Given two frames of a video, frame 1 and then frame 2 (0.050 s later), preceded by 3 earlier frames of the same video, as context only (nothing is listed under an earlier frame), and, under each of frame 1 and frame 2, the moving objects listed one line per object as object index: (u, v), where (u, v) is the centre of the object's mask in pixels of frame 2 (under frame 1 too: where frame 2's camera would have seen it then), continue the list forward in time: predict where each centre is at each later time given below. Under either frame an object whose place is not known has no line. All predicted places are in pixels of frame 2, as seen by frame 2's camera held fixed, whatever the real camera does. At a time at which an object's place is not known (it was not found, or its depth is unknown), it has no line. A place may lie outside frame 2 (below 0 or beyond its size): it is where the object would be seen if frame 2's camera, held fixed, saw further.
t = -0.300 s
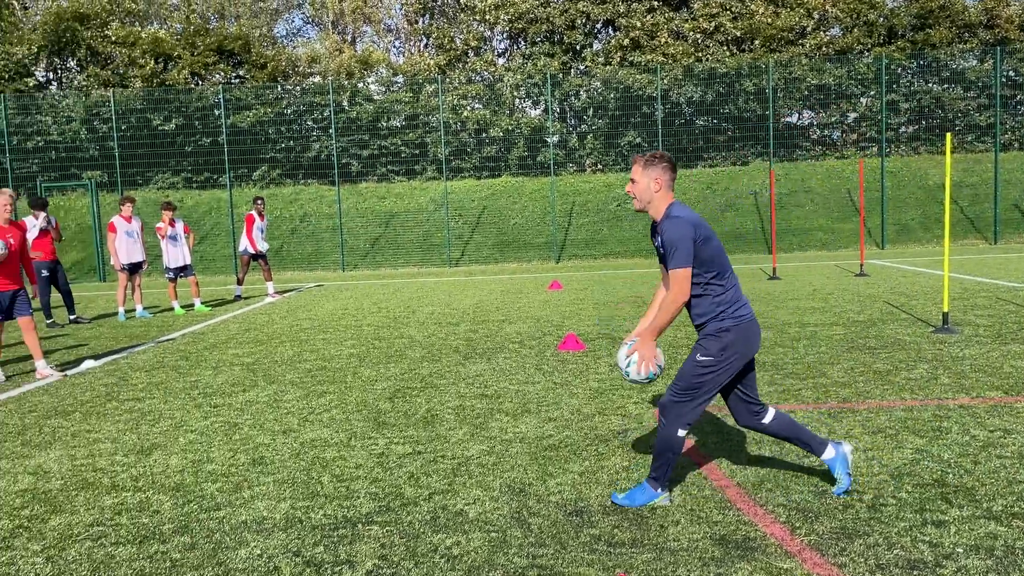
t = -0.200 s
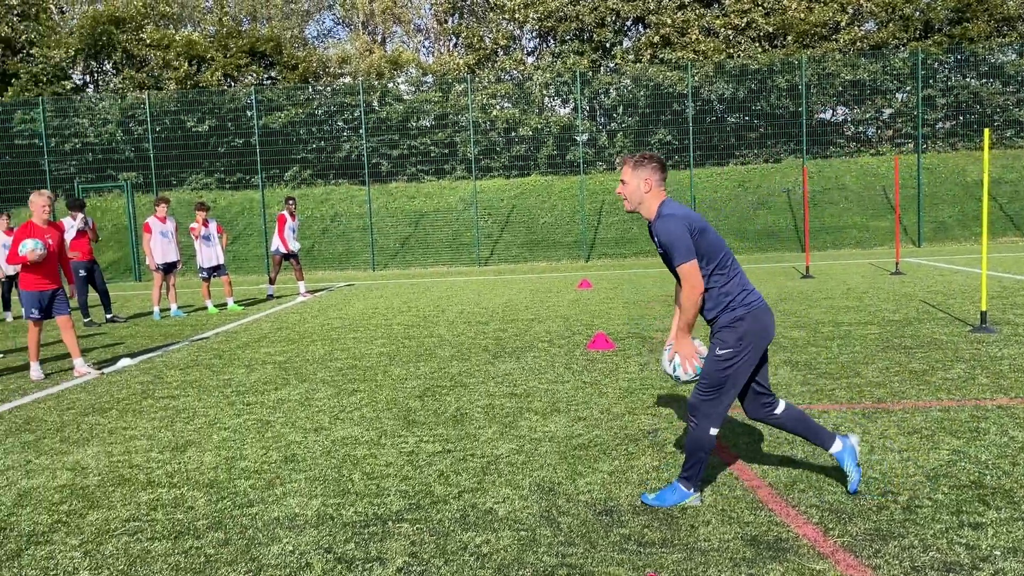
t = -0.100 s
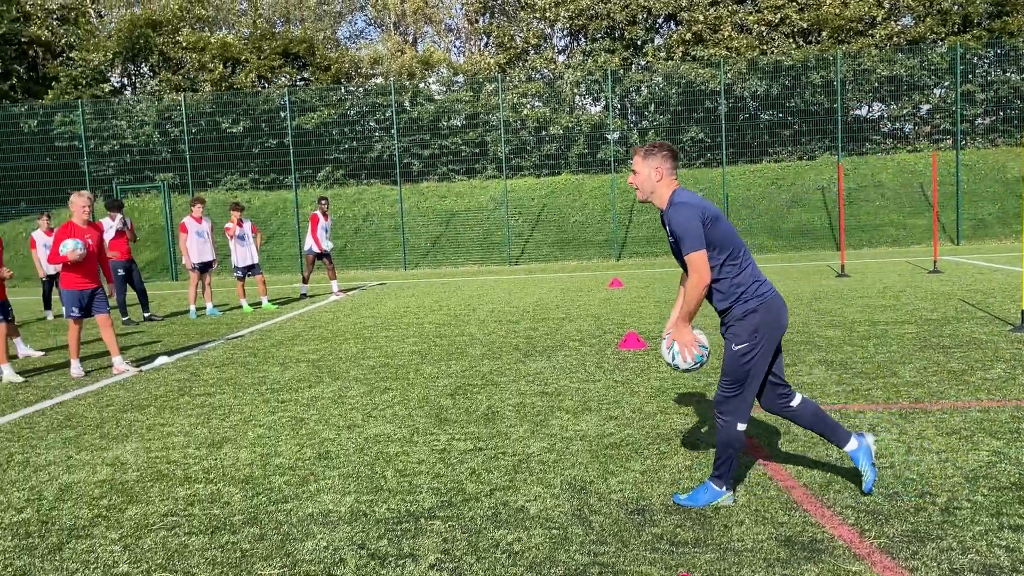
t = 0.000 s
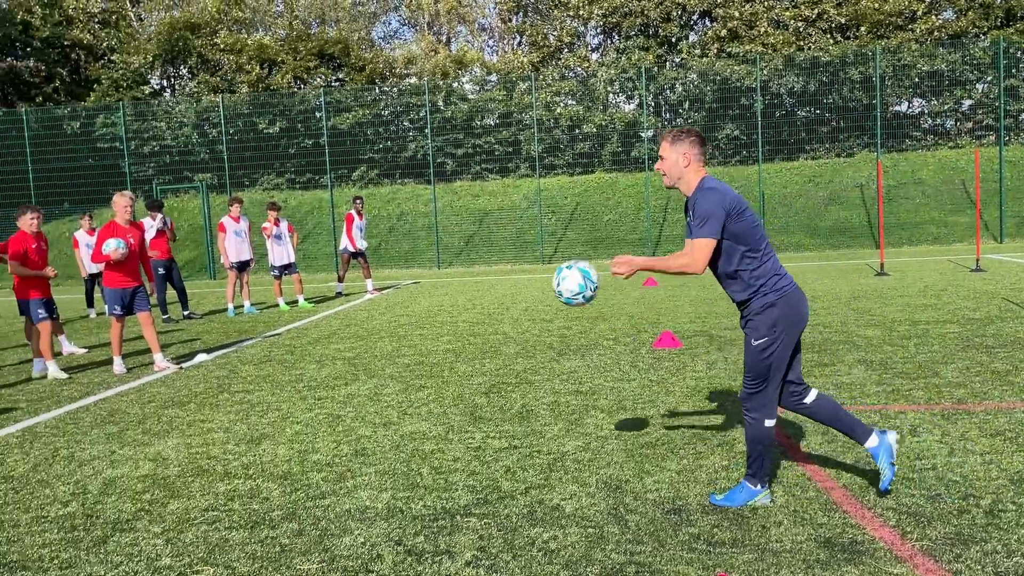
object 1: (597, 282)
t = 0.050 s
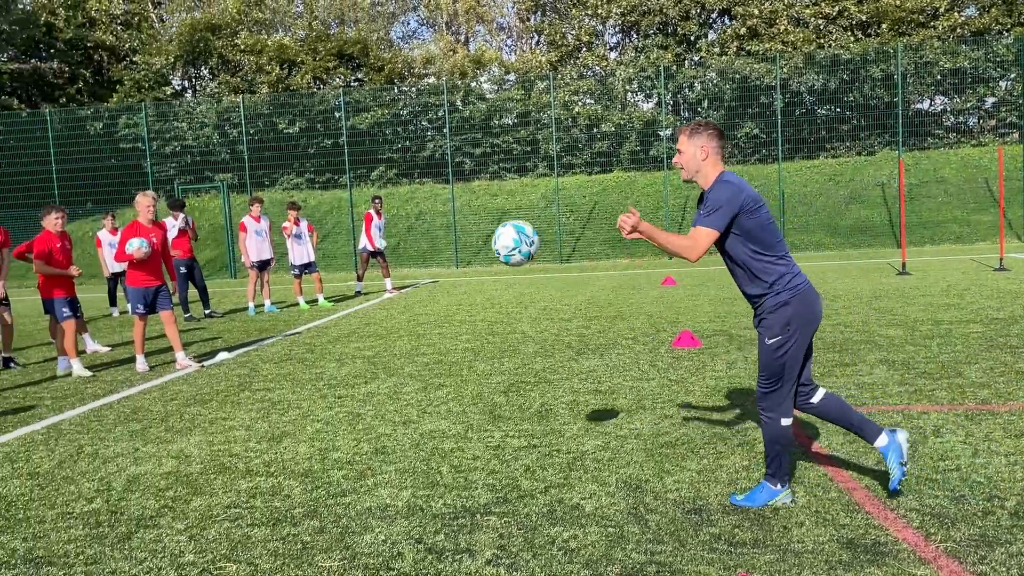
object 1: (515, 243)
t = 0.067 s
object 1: (490, 231)
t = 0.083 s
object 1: (464, 219)
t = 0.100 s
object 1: (440, 208)
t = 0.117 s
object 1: (417, 198)
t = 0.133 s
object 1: (392, 188)
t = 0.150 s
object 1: (367, 179)
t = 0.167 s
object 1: (344, 170)
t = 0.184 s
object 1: (322, 161)
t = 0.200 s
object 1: (298, 154)
